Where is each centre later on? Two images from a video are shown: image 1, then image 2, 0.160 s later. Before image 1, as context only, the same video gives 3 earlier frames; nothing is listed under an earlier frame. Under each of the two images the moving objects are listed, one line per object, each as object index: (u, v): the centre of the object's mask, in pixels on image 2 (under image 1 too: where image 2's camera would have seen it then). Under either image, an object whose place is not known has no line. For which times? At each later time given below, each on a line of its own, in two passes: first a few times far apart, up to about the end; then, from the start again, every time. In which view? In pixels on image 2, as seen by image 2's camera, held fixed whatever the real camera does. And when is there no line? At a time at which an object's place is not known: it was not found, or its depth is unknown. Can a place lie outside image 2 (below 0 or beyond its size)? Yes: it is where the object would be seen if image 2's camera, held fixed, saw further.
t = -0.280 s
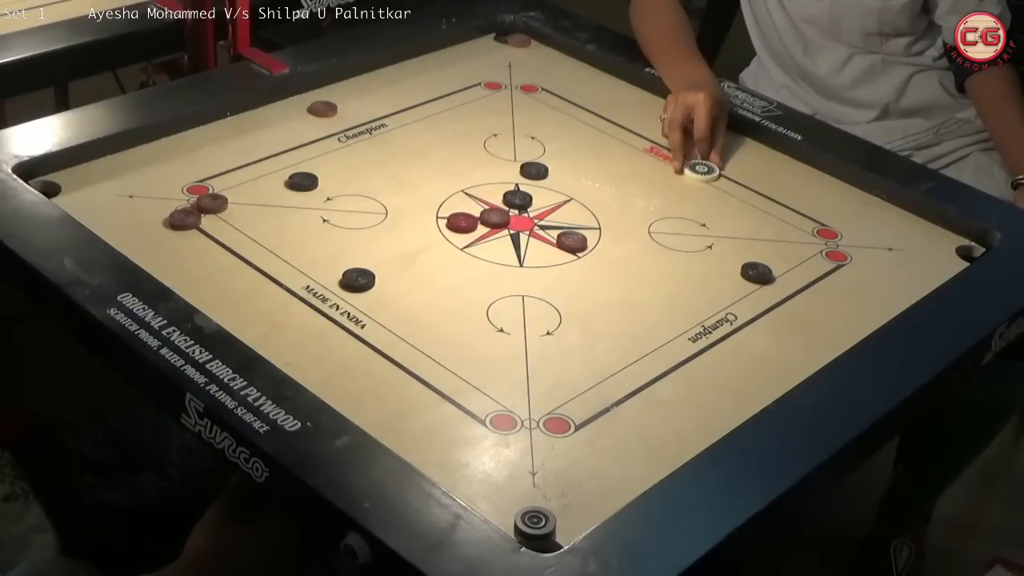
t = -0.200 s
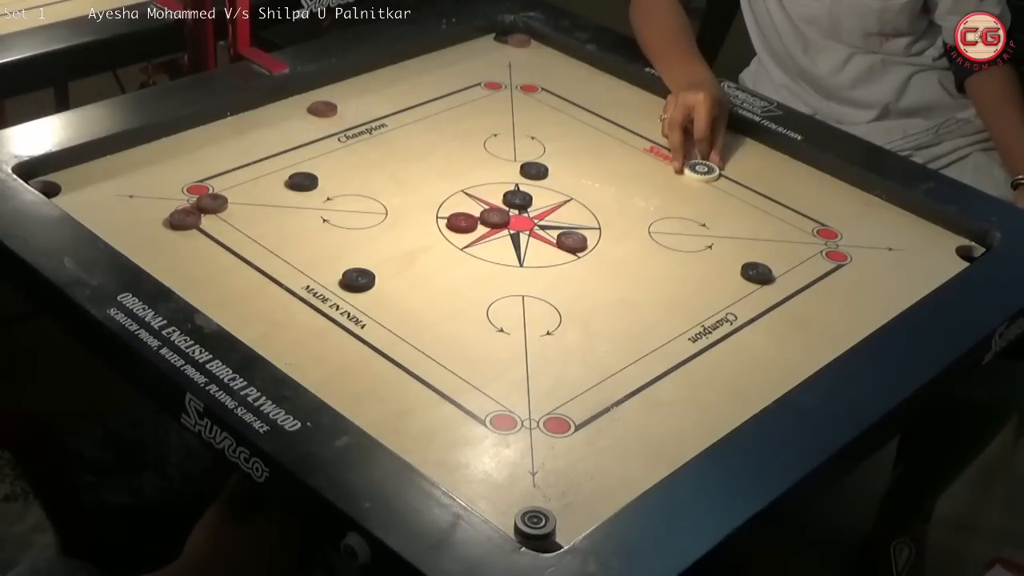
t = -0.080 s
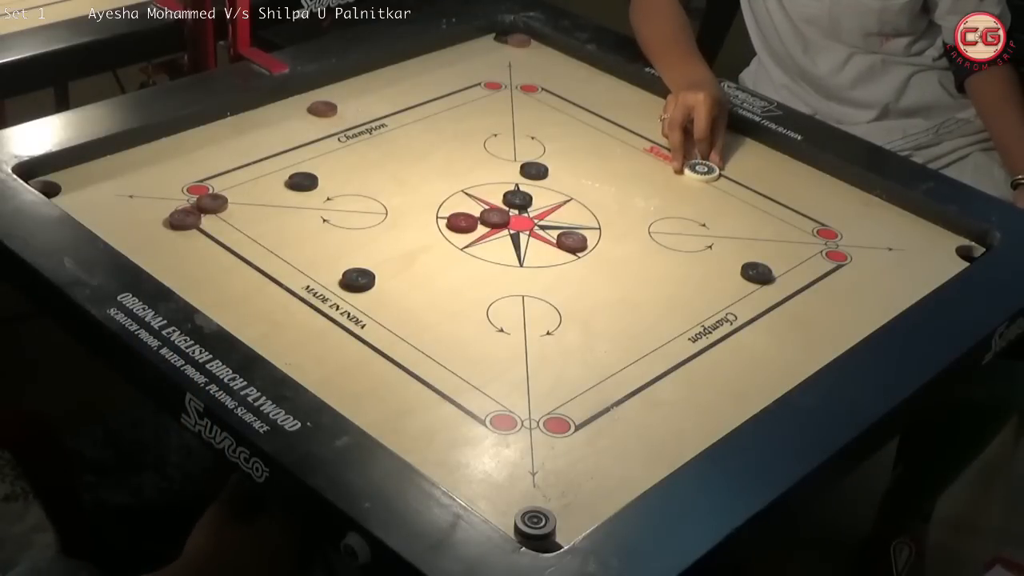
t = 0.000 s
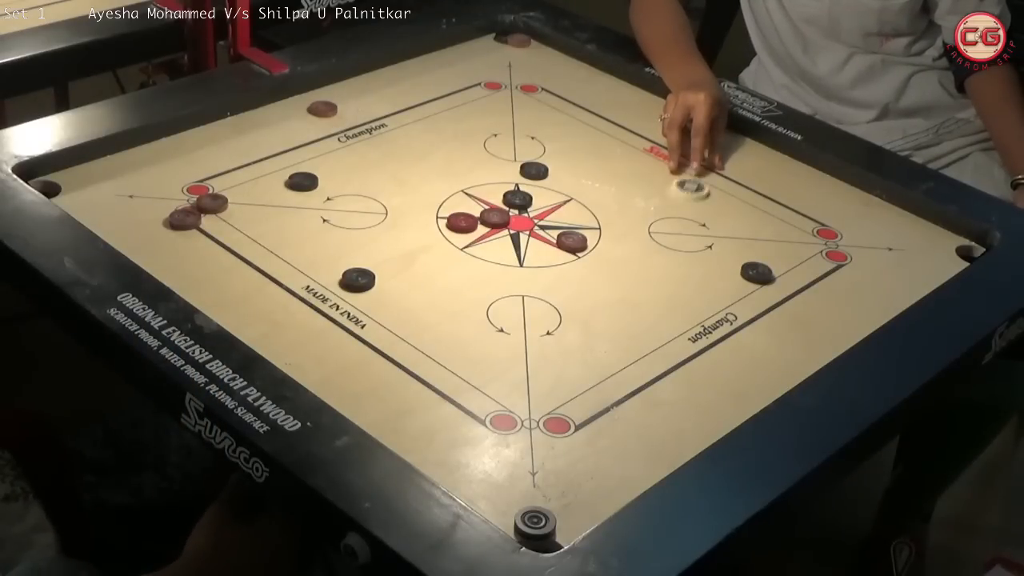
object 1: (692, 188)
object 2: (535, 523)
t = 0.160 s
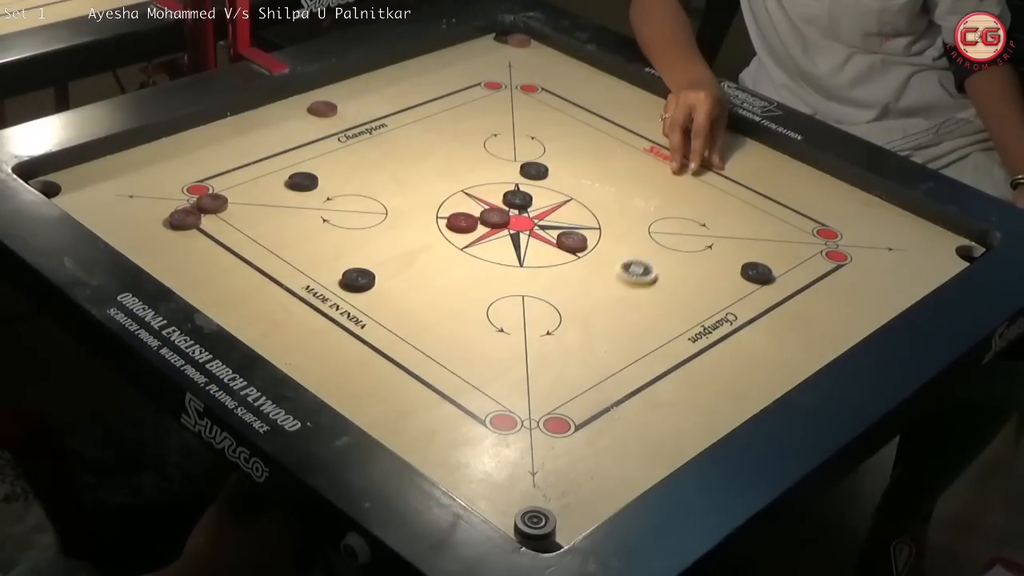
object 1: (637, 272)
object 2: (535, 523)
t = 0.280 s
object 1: (594, 339)
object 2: (535, 523)
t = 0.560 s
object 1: (498, 494)
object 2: (535, 523)
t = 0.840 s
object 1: (550, 472)
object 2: (570, 510)
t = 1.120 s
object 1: (562, 461)
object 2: (570, 511)
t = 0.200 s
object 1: (623, 294)
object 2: (535, 523)
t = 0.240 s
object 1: (609, 316)
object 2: (535, 523)
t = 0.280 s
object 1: (594, 339)
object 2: (535, 523)
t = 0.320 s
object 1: (580, 362)
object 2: (535, 523)
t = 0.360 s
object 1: (566, 384)
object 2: (535, 523)
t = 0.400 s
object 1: (552, 407)
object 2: (535, 523)
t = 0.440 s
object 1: (539, 430)
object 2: (535, 523)
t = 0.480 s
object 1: (525, 453)
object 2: (535, 523)
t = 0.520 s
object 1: (511, 475)
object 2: (535, 523)
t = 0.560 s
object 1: (498, 494)
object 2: (535, 523)
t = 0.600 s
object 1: (494, 509)
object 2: (536, 524)
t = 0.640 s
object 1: (503, 504)
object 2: (557, 527)
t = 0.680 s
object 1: (515, 496)
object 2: (573, 527)
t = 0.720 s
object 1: (526, 489)
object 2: (574, 522)
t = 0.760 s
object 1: (535, 482)
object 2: (573, 516)
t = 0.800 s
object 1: (544, 477)
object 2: (571, 512)
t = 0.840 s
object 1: (550, 472)
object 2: (570, 510)
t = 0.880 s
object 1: (556, 469)
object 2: (570, 510)
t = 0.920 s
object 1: (559, 466)
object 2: (570, 510)
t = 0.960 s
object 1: (561, 463)
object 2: (570, 510)
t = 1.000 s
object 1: (562, 462)
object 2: (570, 511)
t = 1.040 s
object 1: (562, 461)
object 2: (570, 511)
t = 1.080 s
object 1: (562, 461)
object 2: (570, 511)
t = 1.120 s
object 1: (562, 461)
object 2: (570, 511)
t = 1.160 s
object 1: (562, 461)
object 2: (570, 511)
